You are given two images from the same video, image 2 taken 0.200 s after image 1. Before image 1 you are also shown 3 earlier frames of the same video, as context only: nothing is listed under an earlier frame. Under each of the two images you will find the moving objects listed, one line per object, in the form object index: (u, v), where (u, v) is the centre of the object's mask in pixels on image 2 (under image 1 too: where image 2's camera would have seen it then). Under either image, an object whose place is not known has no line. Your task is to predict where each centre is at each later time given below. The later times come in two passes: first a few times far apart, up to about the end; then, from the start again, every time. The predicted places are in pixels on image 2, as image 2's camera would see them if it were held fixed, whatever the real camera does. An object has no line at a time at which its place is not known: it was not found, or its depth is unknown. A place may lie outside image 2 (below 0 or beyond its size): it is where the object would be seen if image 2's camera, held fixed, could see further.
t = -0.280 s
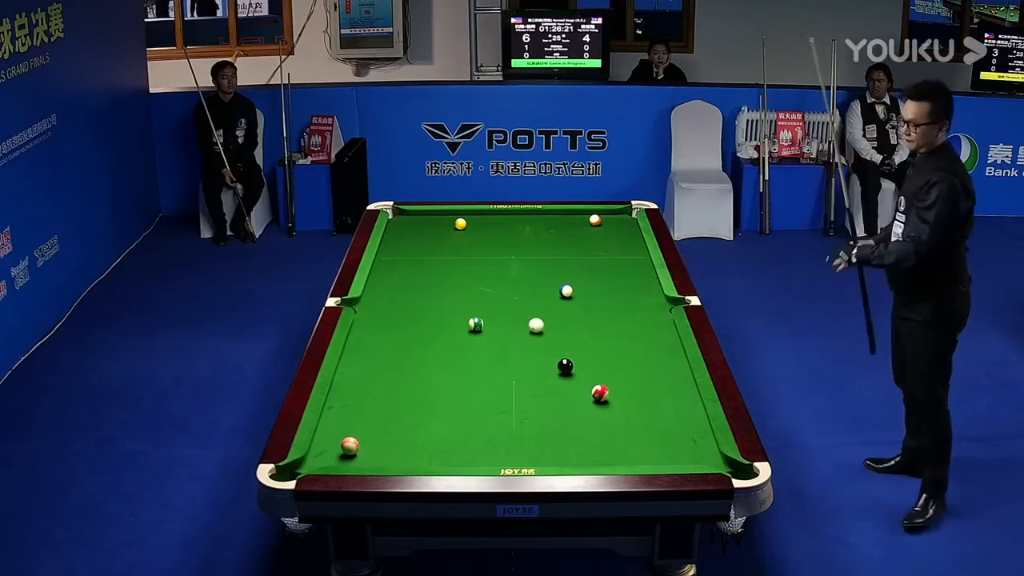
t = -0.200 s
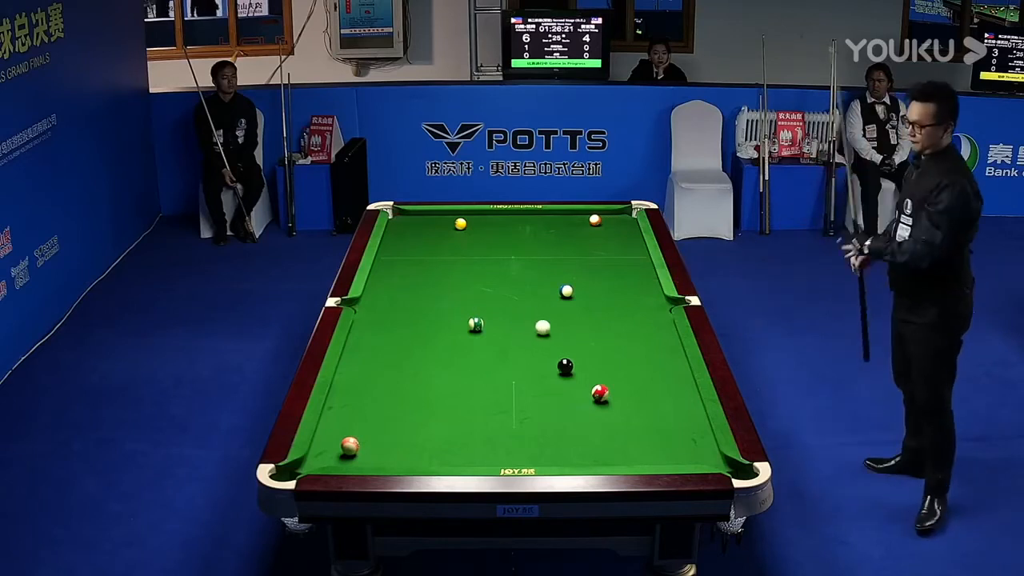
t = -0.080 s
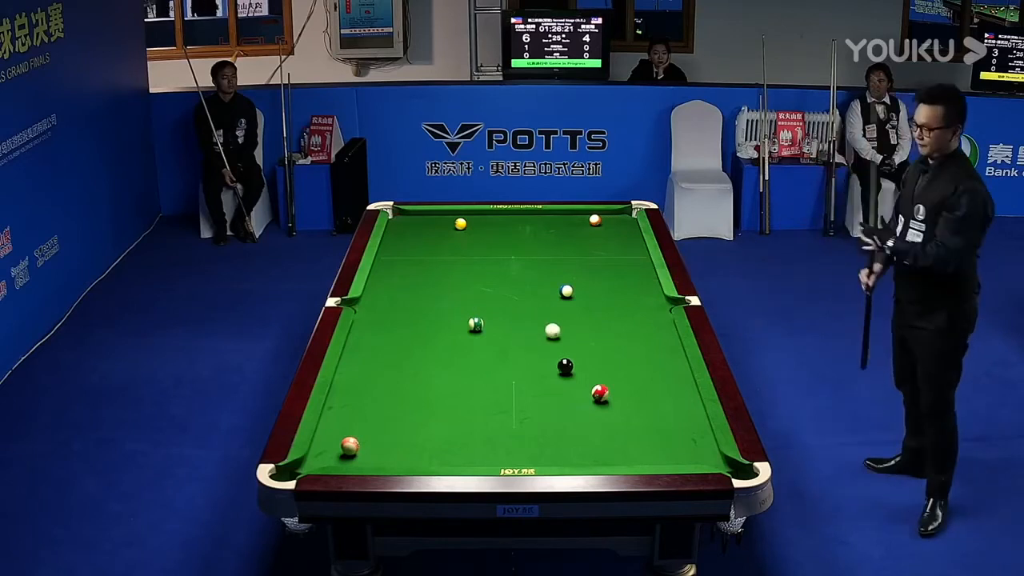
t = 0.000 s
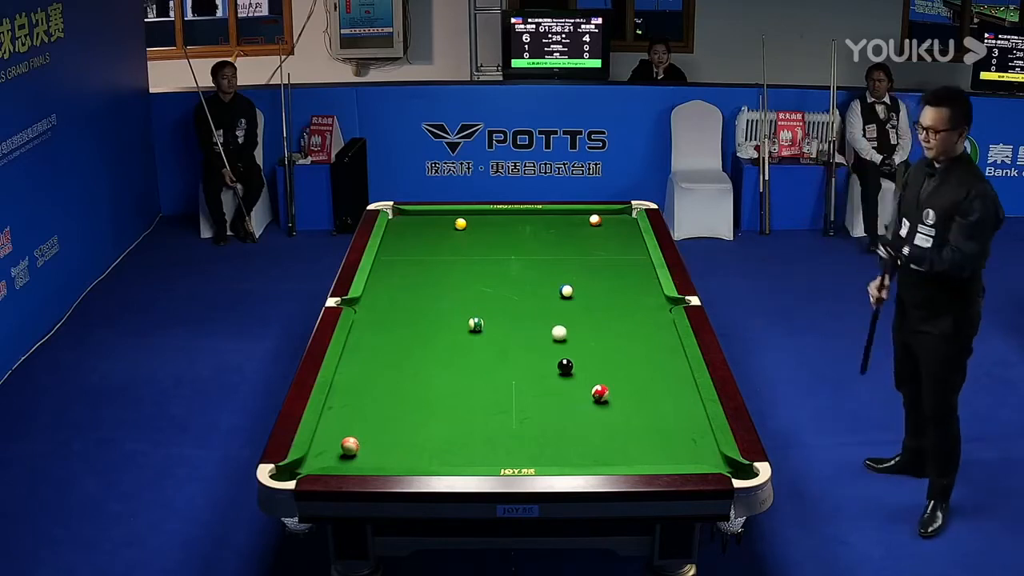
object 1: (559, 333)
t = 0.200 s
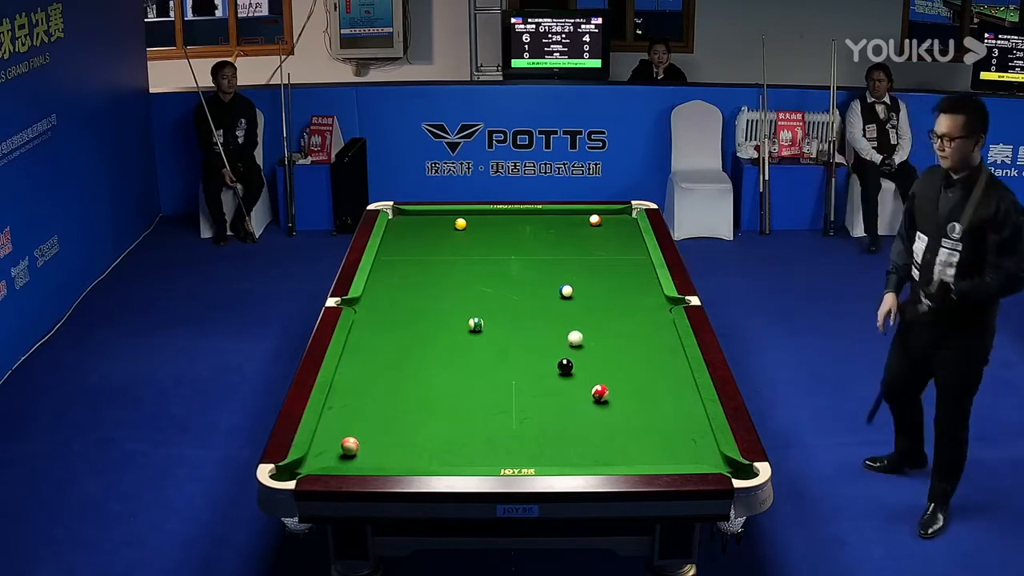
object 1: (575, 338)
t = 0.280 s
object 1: (581, 340)
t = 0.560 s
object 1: (603, 347)
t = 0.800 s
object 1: (621, 353)
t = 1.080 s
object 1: (642, 360)
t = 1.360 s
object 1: (660, 366)
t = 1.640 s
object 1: (678, 372)
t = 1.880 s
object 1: (682, 376)
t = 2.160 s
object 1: (676, 380)
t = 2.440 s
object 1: (670, 383)
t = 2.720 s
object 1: (666, 386)
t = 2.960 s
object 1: (663, 388)
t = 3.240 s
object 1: (660, 389)
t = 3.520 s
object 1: (659, 390)
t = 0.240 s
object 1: (578, 339)
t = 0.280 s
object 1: (581, 340)
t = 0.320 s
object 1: (585, 341)
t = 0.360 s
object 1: (588, 342)
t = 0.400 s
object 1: (591, 343)
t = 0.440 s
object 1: (594, 344)
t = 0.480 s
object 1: (597, 345)
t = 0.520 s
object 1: (600, 346)
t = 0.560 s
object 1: (603, 347)
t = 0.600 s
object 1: (606, 348)
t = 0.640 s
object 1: (609, 349)
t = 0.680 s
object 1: (612, 350)
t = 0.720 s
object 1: (615, 351)
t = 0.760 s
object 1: (618, 352)
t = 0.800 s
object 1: (621, 353)
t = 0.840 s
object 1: (624, 354)
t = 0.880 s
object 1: (627, 355)
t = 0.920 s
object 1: (630, 356)
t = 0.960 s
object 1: (633, 357)
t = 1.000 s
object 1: (636, 358)
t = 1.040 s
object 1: (639, 359)
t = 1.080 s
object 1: (642, 360)
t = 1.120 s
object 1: (644, 361)
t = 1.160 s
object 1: (647, 362)
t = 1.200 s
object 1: (650, 363)
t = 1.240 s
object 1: (652, 364)
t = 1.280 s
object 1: (655, 364)
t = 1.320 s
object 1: (658, 365)
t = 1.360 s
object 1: (660, 366)
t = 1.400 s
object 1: (663, 367)
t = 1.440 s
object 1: (665, 368)
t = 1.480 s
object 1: (668, 369)
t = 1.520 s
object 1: (670, 369)
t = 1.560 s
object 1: (673, 370)
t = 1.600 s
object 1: (676, 371)
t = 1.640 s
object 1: (678, 372)
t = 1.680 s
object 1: (681, 373)
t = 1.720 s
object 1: (683, 374)
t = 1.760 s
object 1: (685, 374)
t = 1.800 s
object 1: (684, 375)
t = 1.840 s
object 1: (683, 375)
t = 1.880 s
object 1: (682, 376)
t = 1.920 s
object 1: (681, 377)
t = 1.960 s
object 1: (680, 377)
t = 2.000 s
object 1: (679, 378)
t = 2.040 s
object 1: (678, 378)
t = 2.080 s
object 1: (677, 379)
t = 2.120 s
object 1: (677, 379)
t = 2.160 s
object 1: (676, 380)
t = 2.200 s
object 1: (675, 380)
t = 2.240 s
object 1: (674, 381)
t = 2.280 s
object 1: (673, 381)
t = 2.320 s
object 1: (673, 382)
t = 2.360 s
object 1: (672, 382)
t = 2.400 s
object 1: (671, 383)
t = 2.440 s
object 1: (670, 383)
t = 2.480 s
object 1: (670, 383)
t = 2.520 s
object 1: (669, 384)
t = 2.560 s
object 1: (668, 384)
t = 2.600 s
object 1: (668, 384)
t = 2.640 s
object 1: (667, 385)
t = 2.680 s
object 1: (666, 385)
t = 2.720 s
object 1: (666, 386)
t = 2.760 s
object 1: (665, 386)
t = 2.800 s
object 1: (665, 386)
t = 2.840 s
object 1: (664, 387)
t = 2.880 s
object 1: (664, 387)
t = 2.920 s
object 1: (663, 387)
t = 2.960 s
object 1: (663, 388)
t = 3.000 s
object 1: (662, 388)
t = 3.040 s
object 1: (662, 388)
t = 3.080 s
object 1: (662, 388)
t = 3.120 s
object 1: (661, 389)
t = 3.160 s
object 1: (661, 389)
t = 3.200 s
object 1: (661, 389)
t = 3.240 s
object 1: (660, 389)
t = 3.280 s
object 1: (660, 390)
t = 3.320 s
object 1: (660, 390)
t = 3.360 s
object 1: (659, 390)
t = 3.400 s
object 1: (659, 390)
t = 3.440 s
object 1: (659, 390)
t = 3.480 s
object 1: (659, 390)
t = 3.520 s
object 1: (659, 390)
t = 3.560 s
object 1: (658, 390)
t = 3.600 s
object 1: (658, 390)
